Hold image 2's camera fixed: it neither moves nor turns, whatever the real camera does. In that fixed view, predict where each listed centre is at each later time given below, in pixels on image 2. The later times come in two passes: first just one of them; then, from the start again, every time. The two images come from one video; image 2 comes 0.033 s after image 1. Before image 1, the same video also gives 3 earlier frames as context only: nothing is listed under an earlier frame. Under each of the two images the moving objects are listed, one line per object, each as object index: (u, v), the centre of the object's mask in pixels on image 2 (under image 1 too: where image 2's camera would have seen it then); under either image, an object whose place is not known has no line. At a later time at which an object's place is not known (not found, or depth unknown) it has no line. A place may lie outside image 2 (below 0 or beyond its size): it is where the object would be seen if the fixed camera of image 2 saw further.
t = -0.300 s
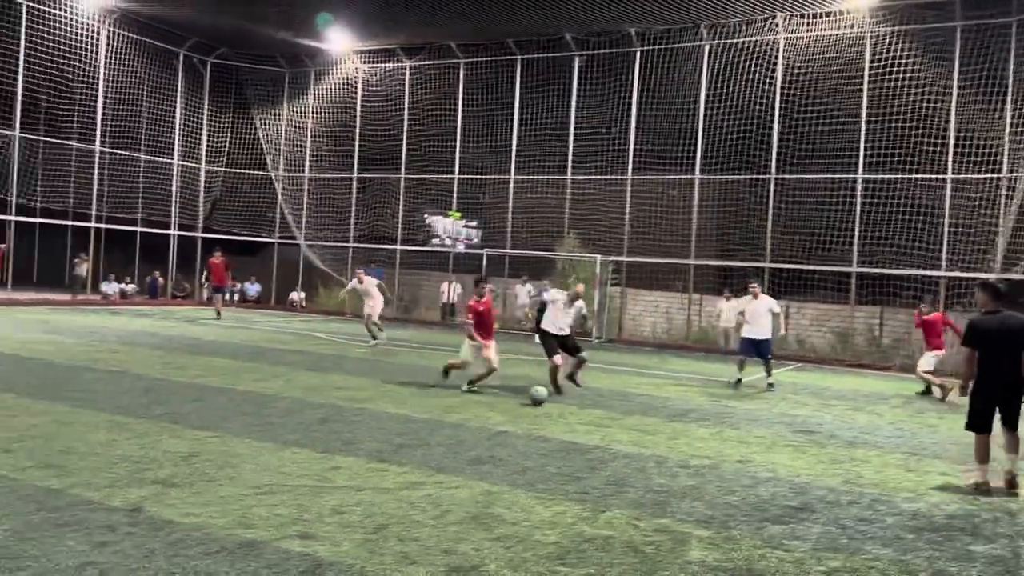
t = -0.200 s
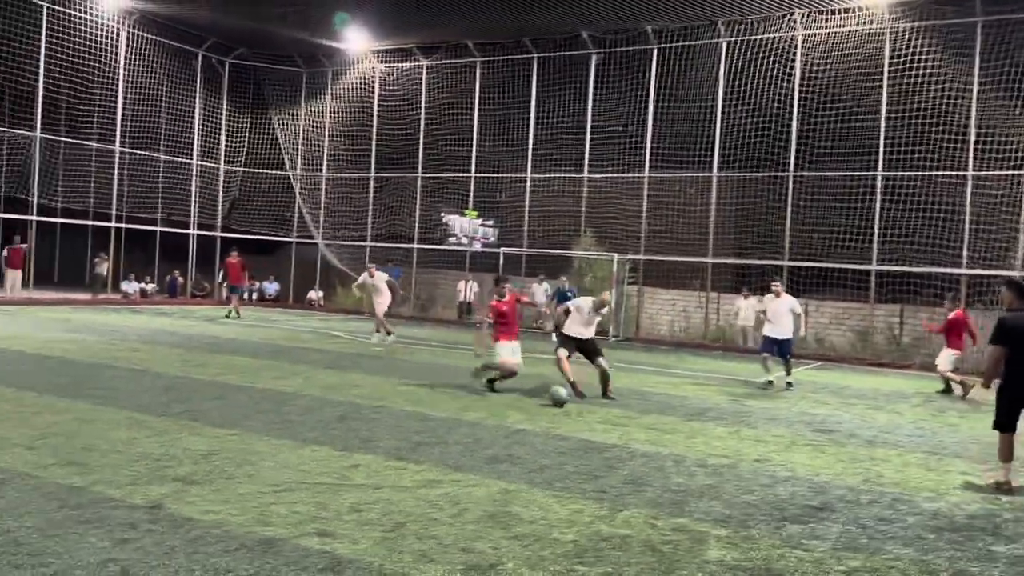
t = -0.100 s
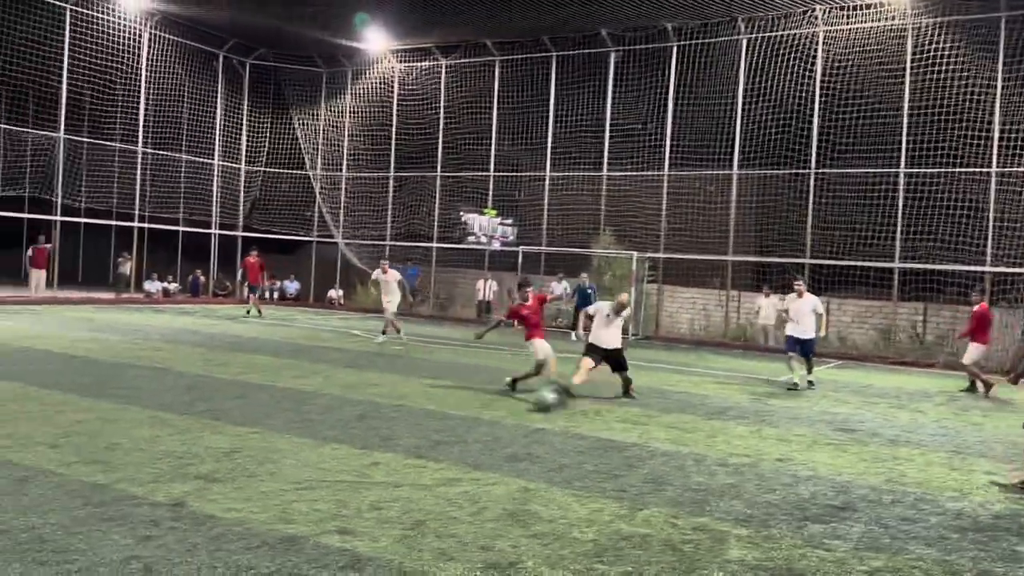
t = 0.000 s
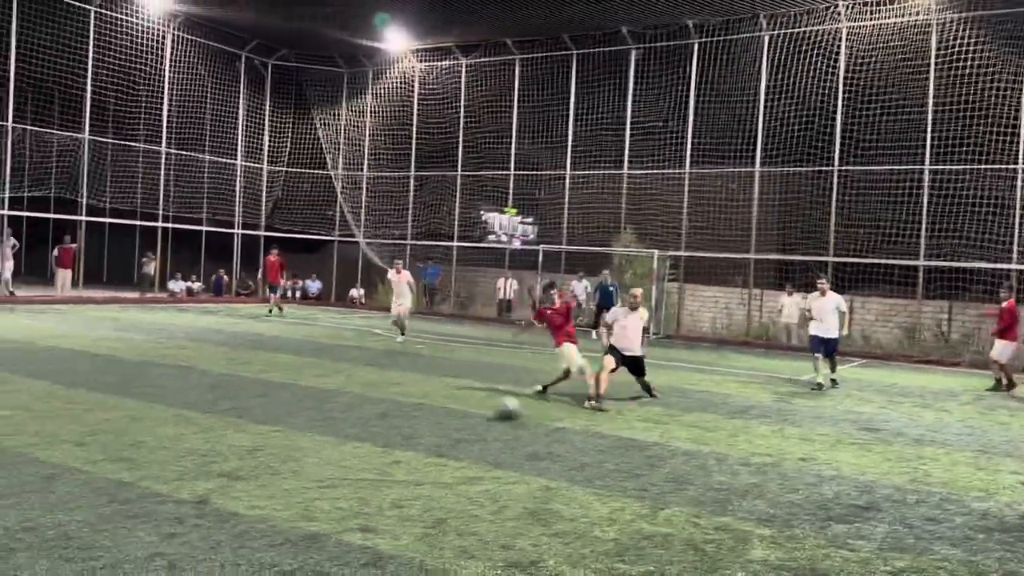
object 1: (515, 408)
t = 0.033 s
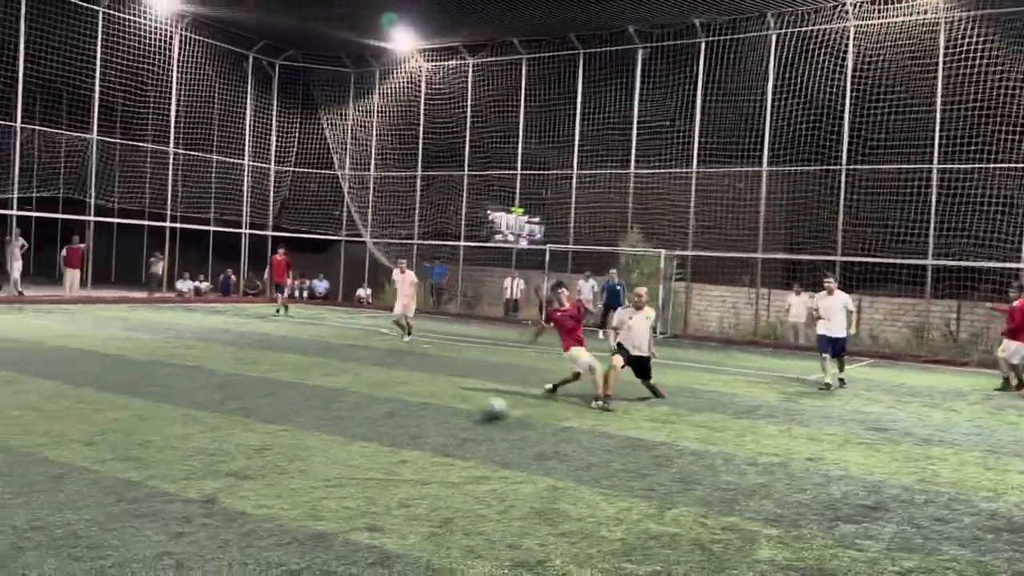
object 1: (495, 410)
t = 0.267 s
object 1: (341, 430)
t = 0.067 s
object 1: (476, 411)
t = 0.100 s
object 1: (453, 414)
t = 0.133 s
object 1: (429, 419)
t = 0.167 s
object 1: (412, 421)
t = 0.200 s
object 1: (388, 421)
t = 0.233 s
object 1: (364, 425)
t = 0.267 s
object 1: (341, 430)
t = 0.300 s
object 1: (312, 439)
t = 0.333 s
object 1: (289, 440)
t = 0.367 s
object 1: (266, 442)
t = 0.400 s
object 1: (236, 446)
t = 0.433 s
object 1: (210, 451)
